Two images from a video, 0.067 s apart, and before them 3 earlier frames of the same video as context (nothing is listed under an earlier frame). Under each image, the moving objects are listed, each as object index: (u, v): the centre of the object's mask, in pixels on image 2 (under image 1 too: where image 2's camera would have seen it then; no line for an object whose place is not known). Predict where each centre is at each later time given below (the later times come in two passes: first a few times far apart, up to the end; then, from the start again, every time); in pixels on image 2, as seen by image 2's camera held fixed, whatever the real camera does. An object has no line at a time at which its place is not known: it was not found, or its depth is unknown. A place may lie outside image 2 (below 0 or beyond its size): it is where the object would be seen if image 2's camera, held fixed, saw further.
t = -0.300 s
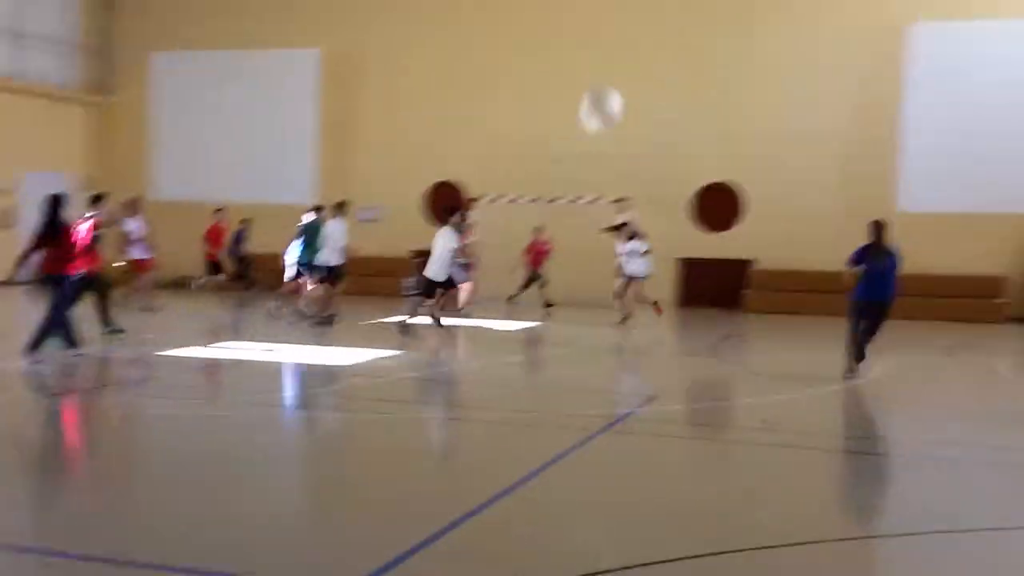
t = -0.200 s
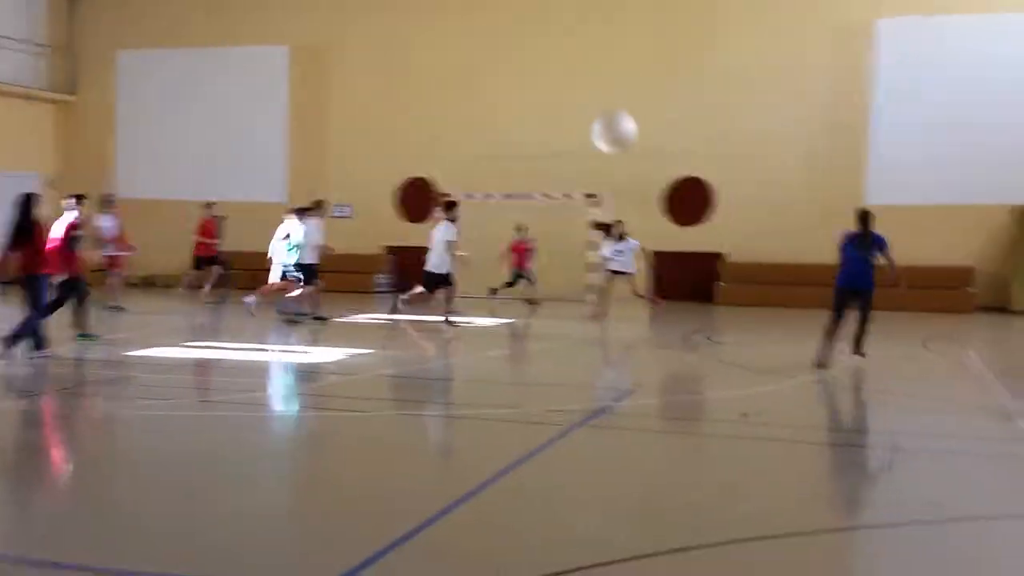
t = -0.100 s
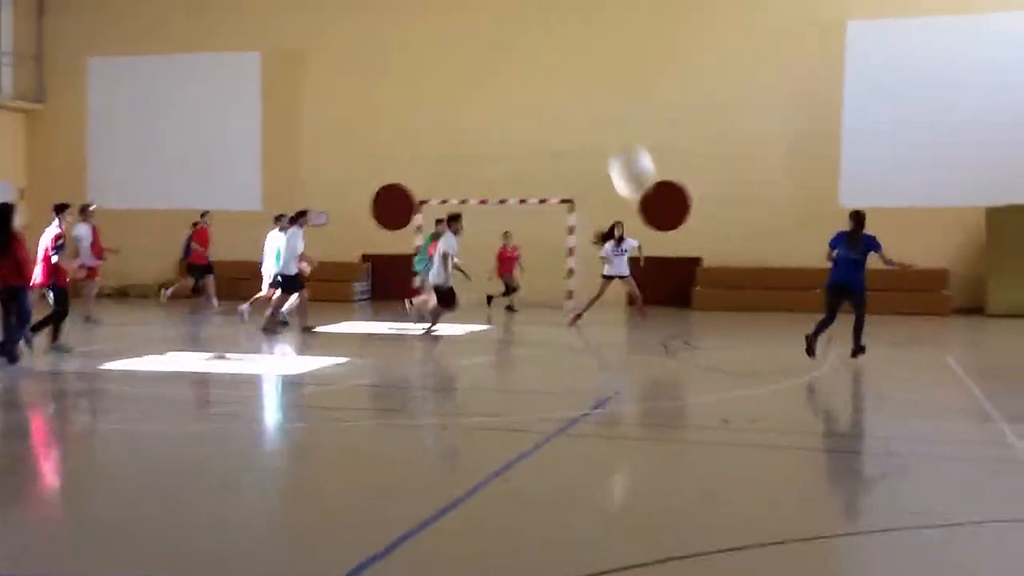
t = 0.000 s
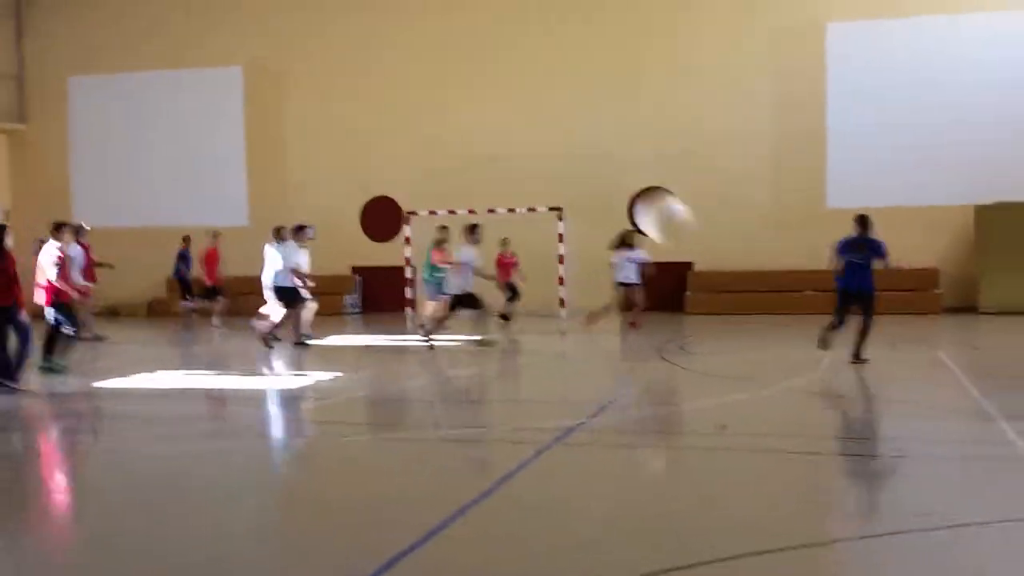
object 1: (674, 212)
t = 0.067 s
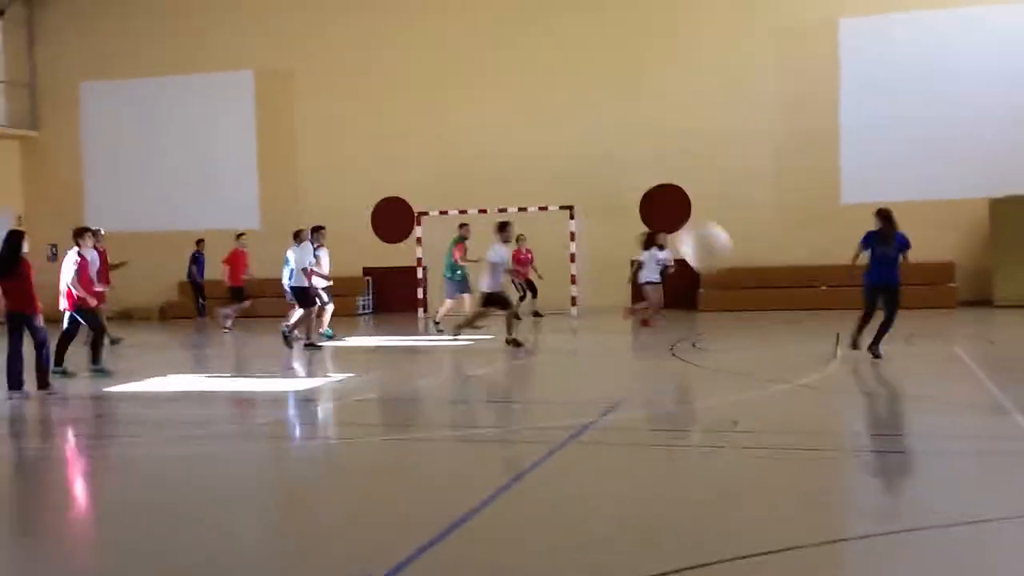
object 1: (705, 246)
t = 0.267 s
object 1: (782, 305)
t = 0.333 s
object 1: (805, 279)
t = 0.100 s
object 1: (721, 264)
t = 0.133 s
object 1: (736, 282)
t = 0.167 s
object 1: (747, 295)
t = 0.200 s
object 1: (762, 318)
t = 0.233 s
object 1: (774, 320)
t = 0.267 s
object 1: (782, 305)
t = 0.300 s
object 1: (791, 289)
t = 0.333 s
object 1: (805, 279)
